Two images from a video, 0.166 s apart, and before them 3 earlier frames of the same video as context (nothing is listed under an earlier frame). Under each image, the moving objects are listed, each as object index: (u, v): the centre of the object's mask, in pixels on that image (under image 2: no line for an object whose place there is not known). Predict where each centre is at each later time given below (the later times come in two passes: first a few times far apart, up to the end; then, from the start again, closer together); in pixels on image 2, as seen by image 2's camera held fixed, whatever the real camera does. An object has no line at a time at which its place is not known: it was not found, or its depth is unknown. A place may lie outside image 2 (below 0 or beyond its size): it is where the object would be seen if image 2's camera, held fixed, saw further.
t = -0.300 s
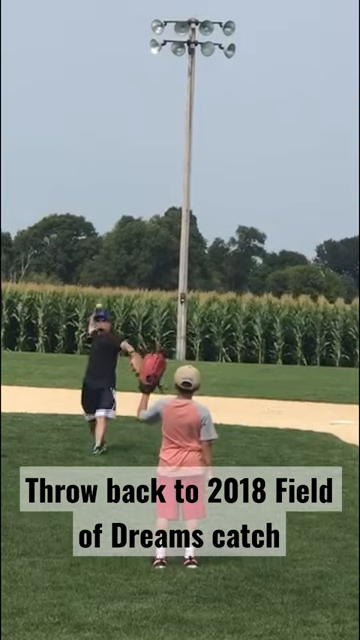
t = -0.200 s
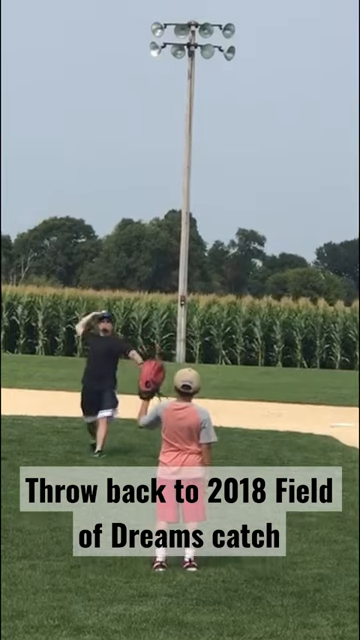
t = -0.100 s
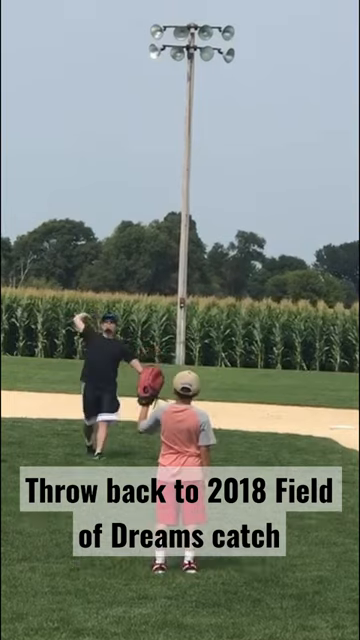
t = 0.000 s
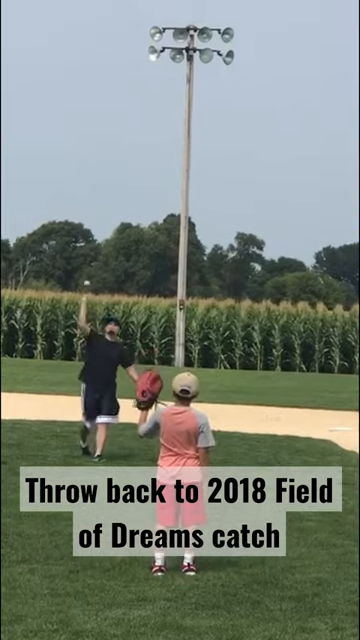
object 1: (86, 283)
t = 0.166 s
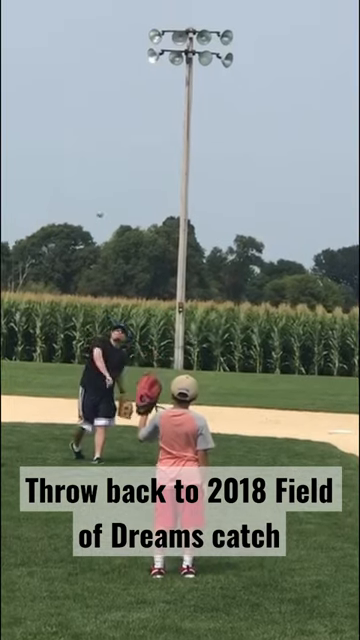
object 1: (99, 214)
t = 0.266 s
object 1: (108, 179)
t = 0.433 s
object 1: (125, 136)
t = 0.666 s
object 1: (151, 119)
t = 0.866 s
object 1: (174, 155)
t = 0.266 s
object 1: (108, 179)
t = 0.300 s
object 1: (112, 169)
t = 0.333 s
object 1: (115, 158)
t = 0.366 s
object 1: (118, 150)
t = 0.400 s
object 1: (122, 143)
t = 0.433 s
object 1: (125, 136)
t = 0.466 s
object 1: (129, 130)
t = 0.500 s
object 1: (132, 126)
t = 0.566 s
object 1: (139, 120)
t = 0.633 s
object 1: (147, 118)
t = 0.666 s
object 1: (151, 119)
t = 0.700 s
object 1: (154, 121)
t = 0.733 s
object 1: (158, 126)
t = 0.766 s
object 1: (162, 131)
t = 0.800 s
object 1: (166, 137)
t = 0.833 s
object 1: (170, 146)
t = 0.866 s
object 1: (174, 155)
